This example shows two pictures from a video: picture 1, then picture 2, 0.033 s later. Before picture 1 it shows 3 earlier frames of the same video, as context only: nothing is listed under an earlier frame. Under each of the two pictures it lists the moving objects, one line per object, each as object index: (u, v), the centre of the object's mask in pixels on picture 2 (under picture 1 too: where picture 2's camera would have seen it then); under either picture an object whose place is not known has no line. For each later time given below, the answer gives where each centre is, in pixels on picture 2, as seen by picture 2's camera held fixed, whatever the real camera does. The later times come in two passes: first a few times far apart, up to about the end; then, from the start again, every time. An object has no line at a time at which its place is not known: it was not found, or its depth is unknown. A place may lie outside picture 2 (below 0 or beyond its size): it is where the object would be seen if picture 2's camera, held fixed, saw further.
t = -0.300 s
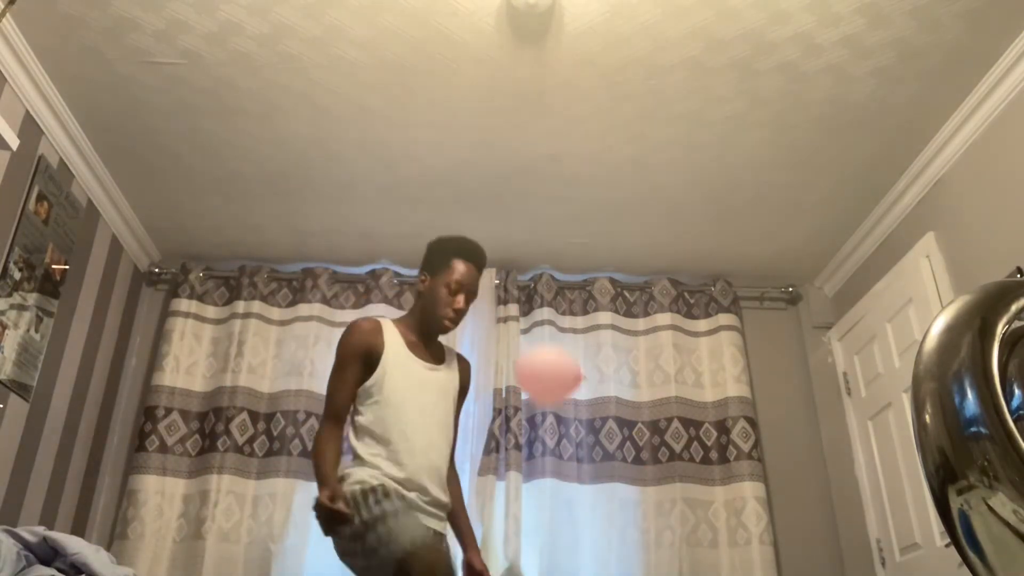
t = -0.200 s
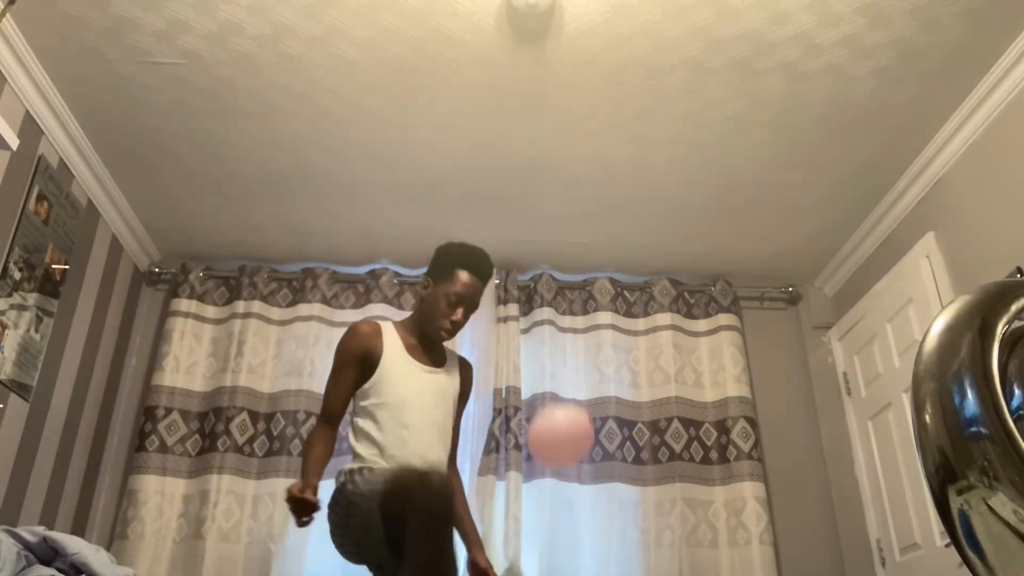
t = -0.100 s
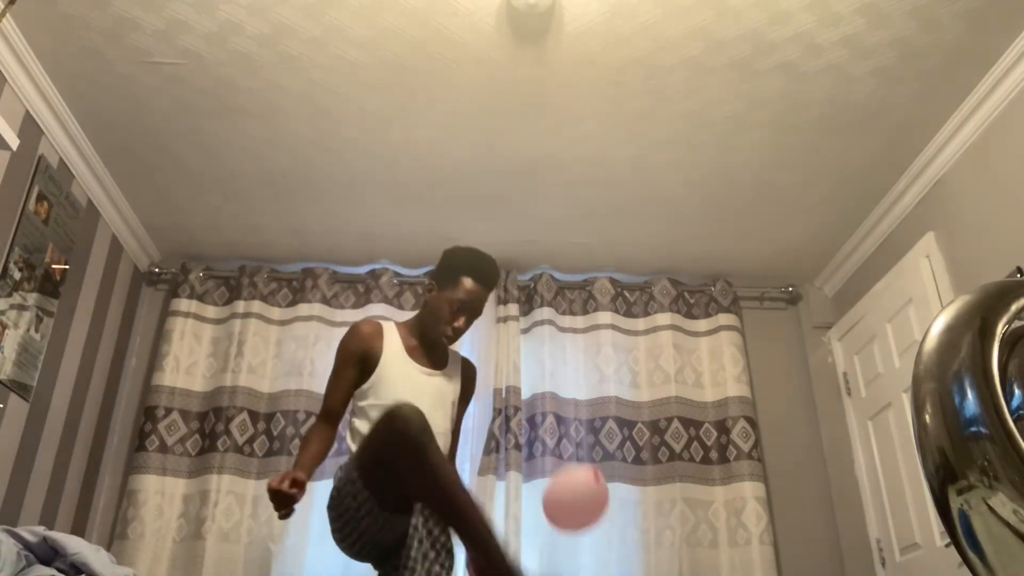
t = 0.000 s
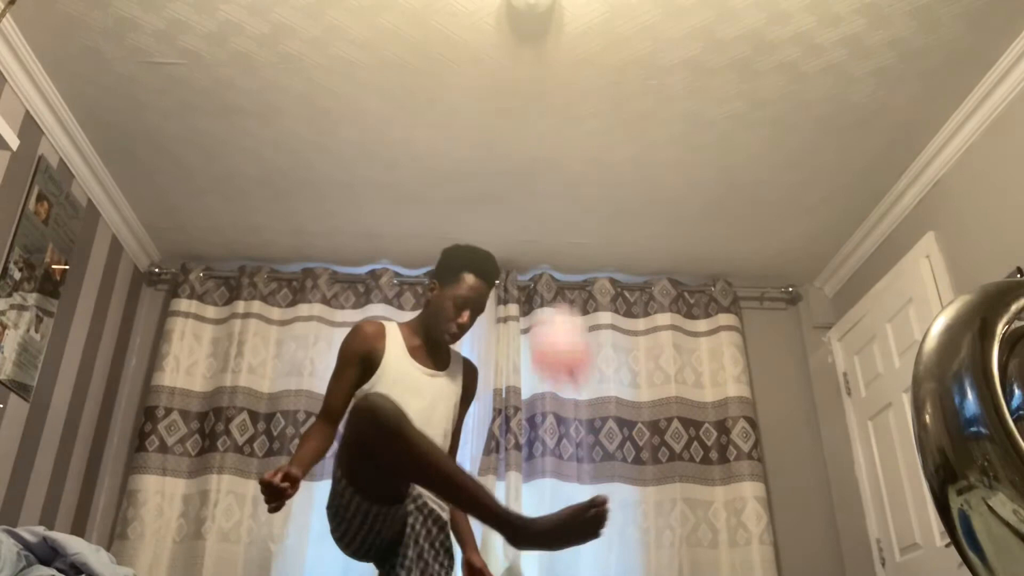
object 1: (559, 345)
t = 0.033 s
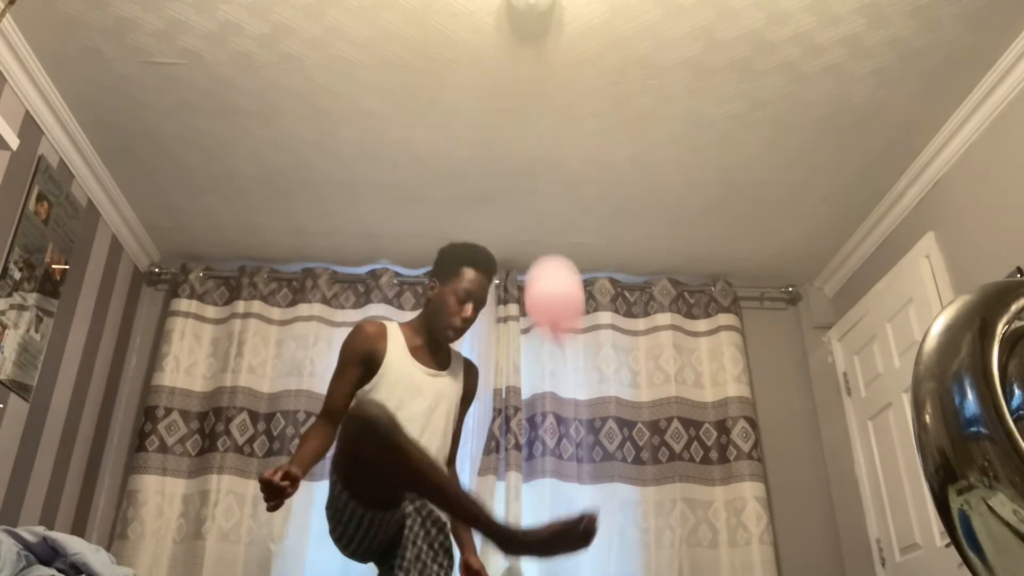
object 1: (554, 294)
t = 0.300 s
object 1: (533, 180)
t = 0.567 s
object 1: (528, 188)
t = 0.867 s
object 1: (520, 284)
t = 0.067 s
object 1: (550, 259)
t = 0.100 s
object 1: (547, 232)
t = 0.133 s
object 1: (545, 213)
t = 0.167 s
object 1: (543, 201)
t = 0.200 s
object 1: (541, 193)
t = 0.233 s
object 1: (538, 187)
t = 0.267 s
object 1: (536, 183)
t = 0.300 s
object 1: (533, 180)
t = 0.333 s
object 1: (532, 177)
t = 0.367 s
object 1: (530, 176)
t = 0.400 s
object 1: (528, 176)
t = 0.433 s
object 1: (527, 176)
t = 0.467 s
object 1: (527, 177)
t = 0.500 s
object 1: (527, 179)
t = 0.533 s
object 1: (528, 183)
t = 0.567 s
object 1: (528, 188)
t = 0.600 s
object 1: (528, 195)
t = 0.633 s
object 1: (527, 203)
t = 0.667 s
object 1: (527, 212)
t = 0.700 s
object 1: (526, 223)
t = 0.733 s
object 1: (524, 234)
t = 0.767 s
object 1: (523, 245)
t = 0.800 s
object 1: (522, 257)
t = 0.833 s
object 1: (521, 270)
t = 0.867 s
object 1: (520, 284)
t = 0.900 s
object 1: (519, 299)
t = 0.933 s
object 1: (518, 315)
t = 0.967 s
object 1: (516, 332)
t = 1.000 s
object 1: (514, 350)
